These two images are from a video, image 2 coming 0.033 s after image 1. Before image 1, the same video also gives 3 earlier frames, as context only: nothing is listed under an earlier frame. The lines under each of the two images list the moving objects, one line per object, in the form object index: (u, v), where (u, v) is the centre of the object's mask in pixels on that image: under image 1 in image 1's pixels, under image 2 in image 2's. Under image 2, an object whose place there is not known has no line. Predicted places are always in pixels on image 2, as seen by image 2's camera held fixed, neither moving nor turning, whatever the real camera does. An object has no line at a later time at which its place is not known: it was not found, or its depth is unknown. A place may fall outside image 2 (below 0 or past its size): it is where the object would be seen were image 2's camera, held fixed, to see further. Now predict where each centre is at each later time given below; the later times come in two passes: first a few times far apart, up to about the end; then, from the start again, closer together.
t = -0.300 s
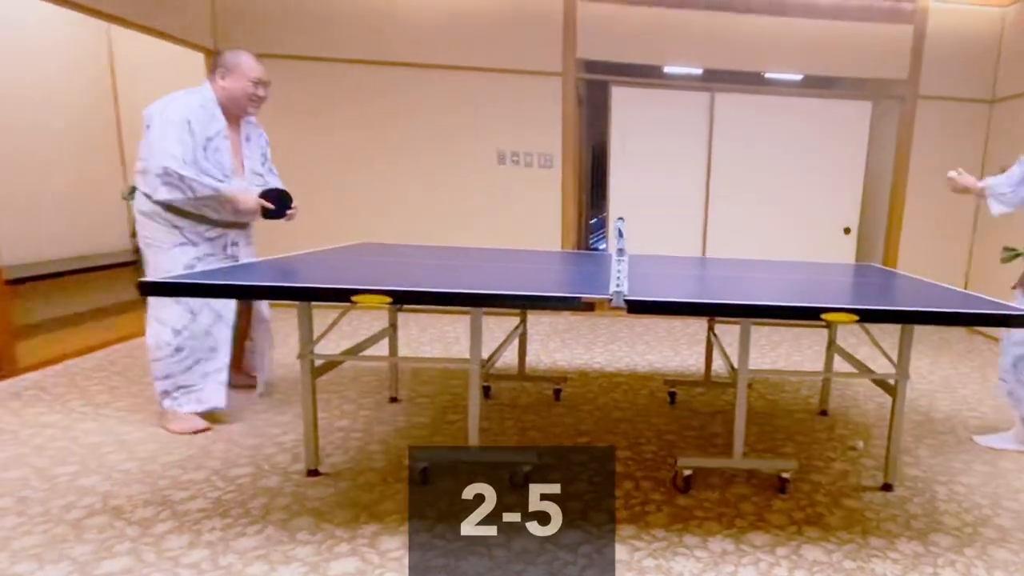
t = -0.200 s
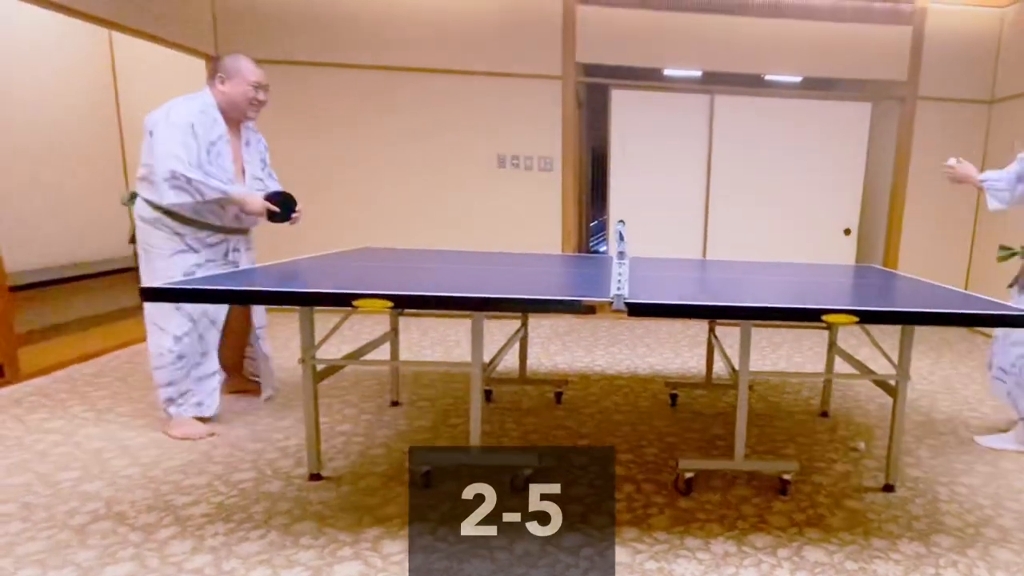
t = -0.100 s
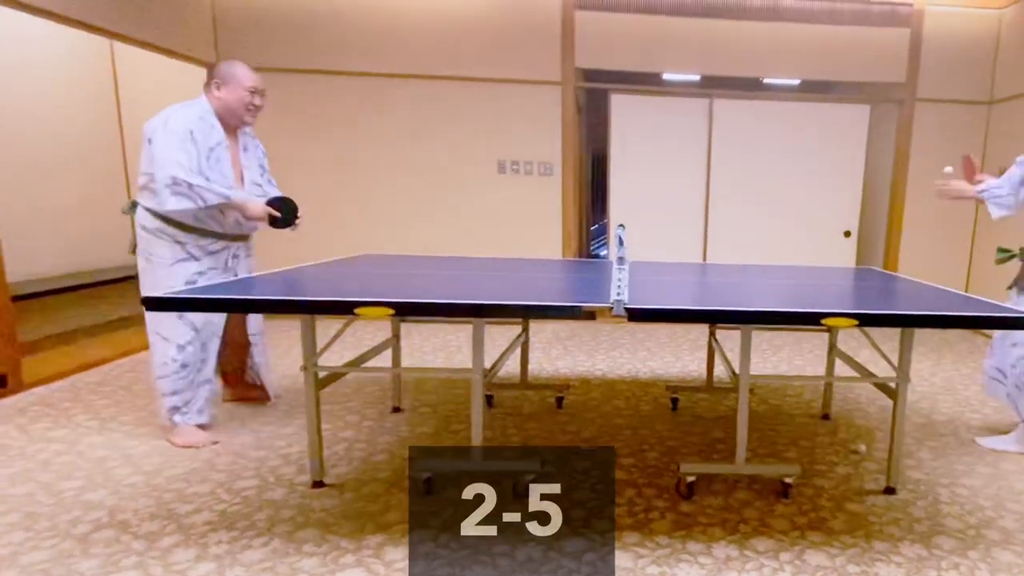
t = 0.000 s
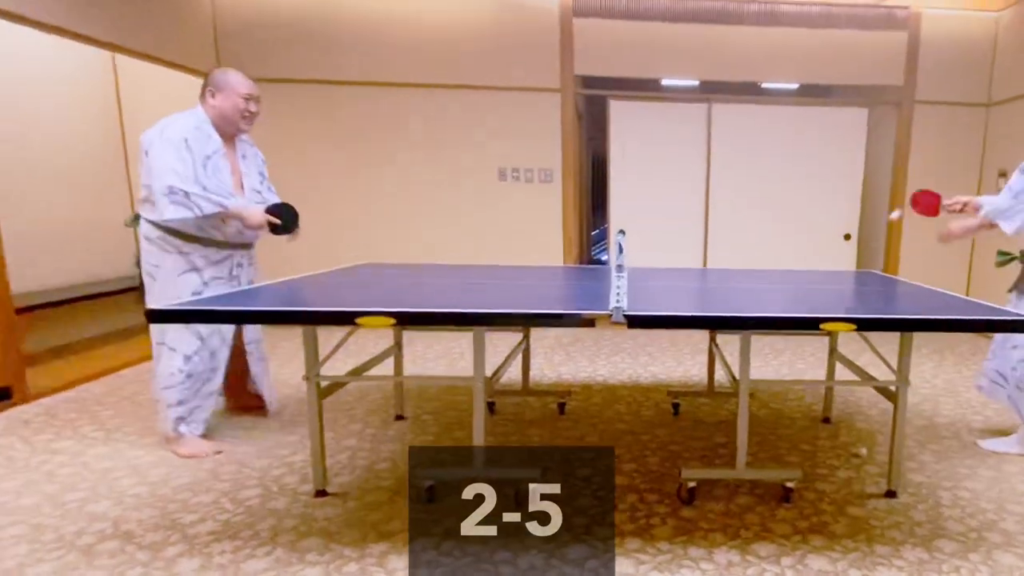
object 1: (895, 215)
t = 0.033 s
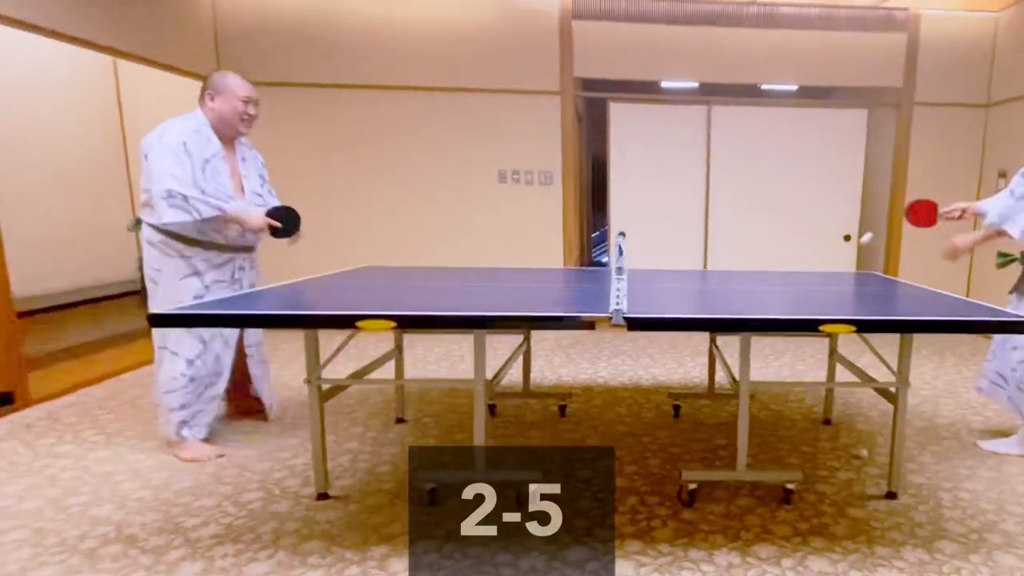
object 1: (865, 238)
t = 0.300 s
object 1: (690, 171)
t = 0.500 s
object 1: (562, 177)
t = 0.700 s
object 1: (443, 278)
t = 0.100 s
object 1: (811, 261)
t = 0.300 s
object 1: (690, 171)
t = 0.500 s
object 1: (562, 177)
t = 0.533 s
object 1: (542, 187)
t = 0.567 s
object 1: (520, 201)
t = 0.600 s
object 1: (500, 217)
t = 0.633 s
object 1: (480, 236)
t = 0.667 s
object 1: (460, 258)
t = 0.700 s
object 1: (443, 278)
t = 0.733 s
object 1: (424, 264)
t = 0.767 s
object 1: (405, 244)
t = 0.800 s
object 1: (386, 227)
